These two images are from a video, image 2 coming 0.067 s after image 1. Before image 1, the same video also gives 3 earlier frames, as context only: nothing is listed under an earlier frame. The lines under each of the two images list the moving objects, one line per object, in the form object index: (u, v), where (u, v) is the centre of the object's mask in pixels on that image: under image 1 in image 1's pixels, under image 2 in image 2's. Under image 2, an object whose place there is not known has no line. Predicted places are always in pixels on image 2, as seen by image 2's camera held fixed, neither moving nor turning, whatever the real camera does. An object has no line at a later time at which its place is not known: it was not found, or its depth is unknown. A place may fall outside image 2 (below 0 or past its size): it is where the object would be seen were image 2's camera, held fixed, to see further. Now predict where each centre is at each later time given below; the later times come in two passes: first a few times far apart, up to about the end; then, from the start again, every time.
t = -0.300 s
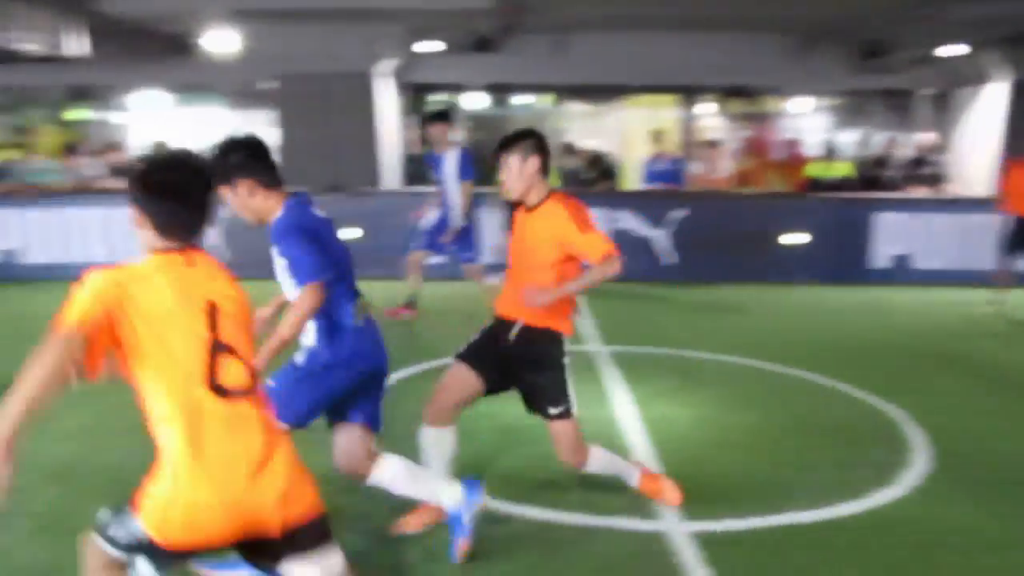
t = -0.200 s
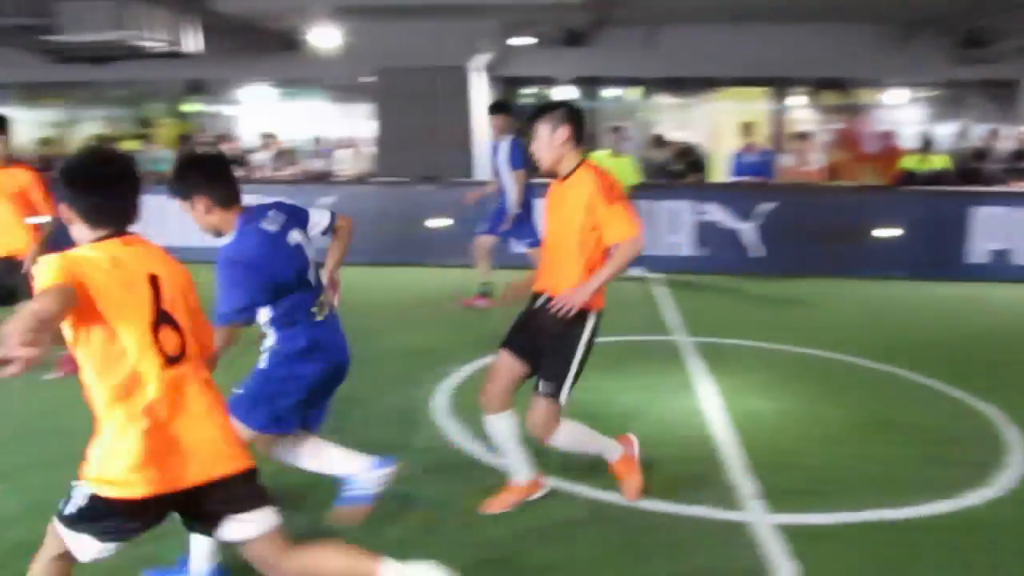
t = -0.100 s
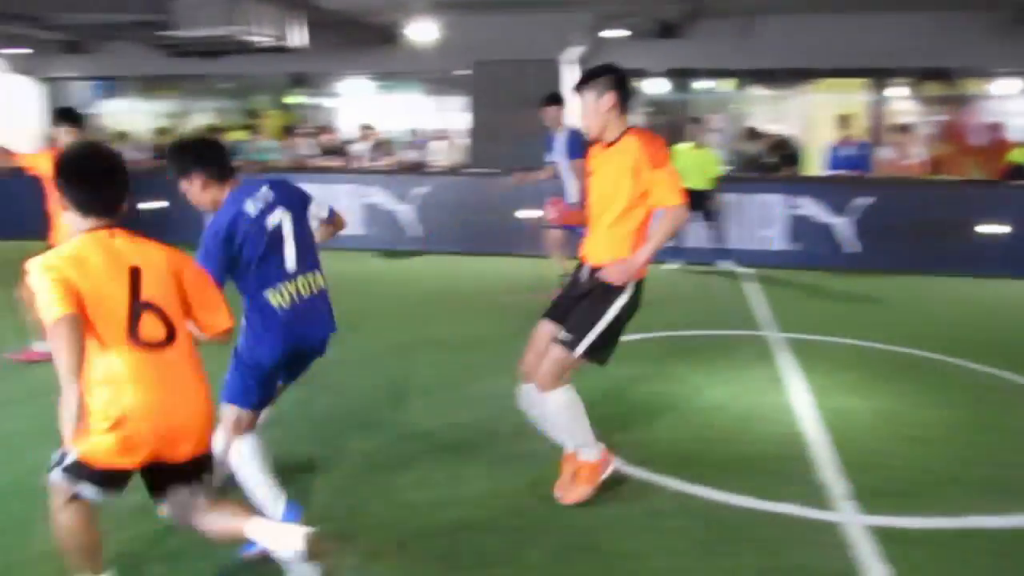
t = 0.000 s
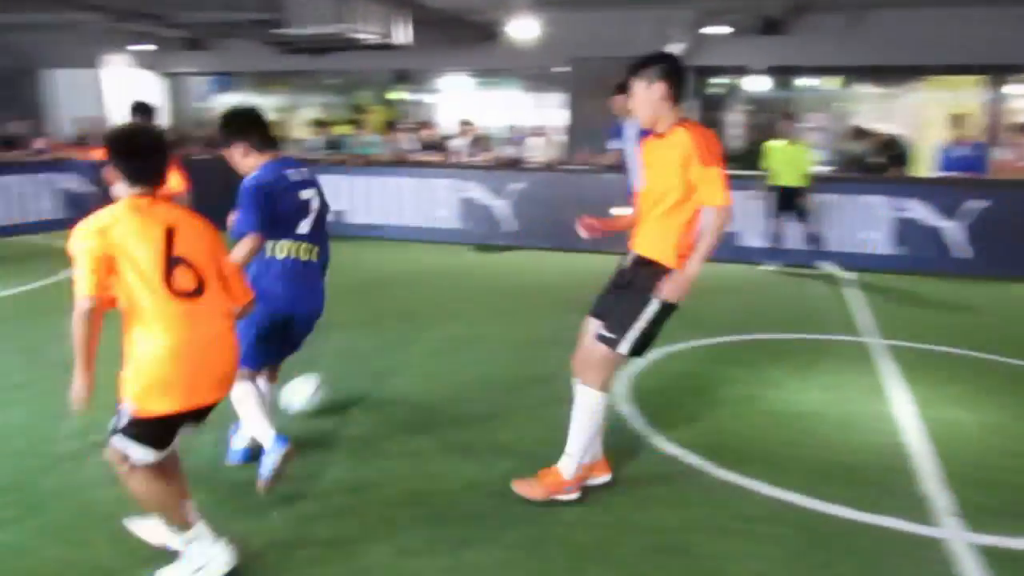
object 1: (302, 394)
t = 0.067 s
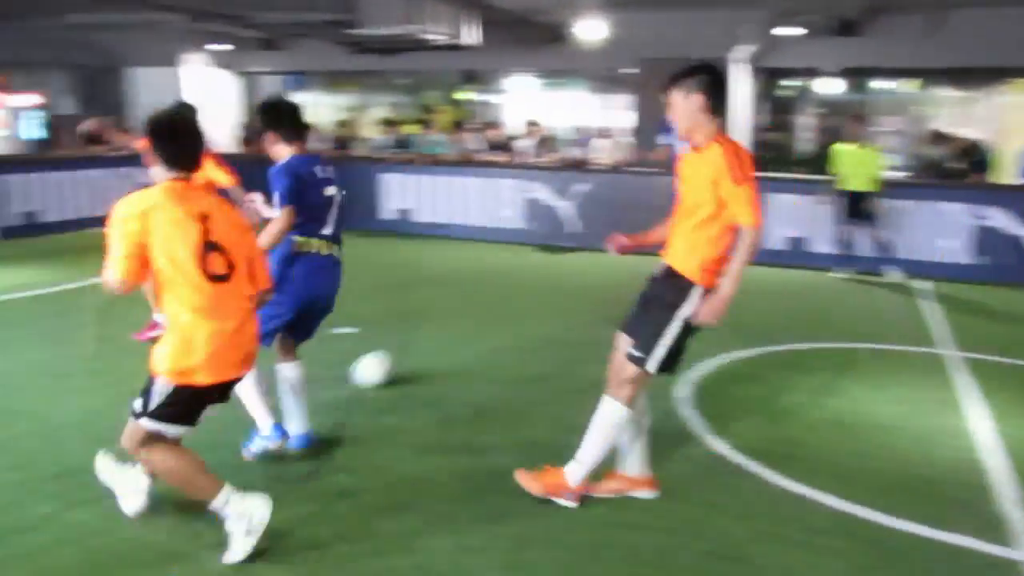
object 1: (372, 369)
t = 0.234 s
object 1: (367, 332)
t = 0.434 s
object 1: (364, 301)
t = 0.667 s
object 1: (358, 275)
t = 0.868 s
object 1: (354, 259)
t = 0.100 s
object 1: (369, 360)
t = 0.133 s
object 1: (369, 352)
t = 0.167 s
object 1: (370, 346)
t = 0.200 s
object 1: (368, 338)
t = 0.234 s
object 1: (367, 332)
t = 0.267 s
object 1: (366, 326)
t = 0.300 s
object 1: (365, 321)
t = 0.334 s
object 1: (363, 316)
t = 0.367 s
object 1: (365, 310)
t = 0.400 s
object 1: (365, 306)
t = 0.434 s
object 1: (364, 301)
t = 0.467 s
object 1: (363, 297)
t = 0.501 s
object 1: (363, 293)
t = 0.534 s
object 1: (362, 289)
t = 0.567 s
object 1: (361, 286)
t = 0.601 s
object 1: (360, 282)
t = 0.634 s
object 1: (359, 279)
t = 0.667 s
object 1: (358, 275)
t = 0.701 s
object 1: (357, 272)
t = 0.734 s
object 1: (357, 269)
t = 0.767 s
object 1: (356, 266)
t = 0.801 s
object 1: (355, 263)
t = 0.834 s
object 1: (355, 261)
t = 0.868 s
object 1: (354, 259)
